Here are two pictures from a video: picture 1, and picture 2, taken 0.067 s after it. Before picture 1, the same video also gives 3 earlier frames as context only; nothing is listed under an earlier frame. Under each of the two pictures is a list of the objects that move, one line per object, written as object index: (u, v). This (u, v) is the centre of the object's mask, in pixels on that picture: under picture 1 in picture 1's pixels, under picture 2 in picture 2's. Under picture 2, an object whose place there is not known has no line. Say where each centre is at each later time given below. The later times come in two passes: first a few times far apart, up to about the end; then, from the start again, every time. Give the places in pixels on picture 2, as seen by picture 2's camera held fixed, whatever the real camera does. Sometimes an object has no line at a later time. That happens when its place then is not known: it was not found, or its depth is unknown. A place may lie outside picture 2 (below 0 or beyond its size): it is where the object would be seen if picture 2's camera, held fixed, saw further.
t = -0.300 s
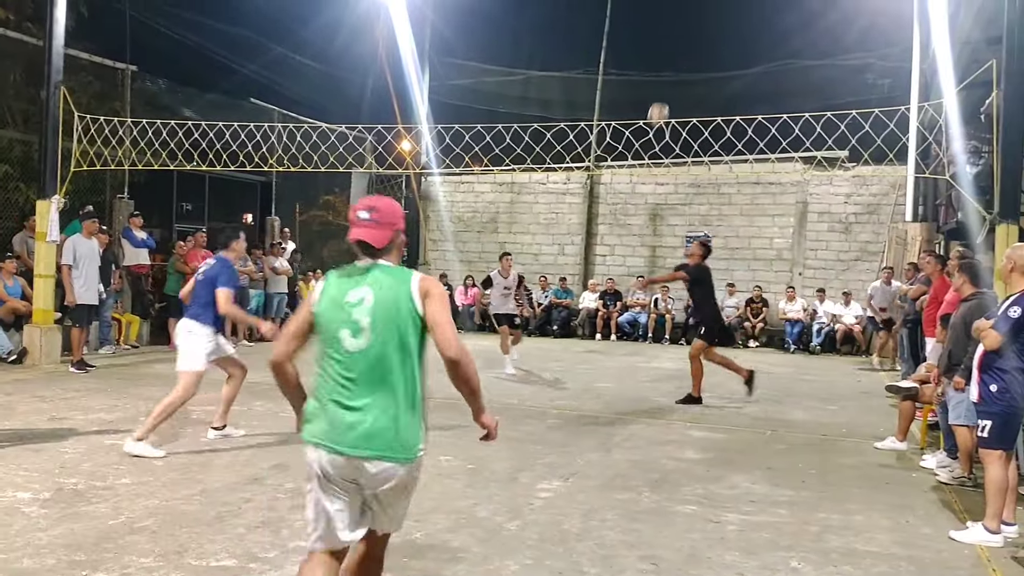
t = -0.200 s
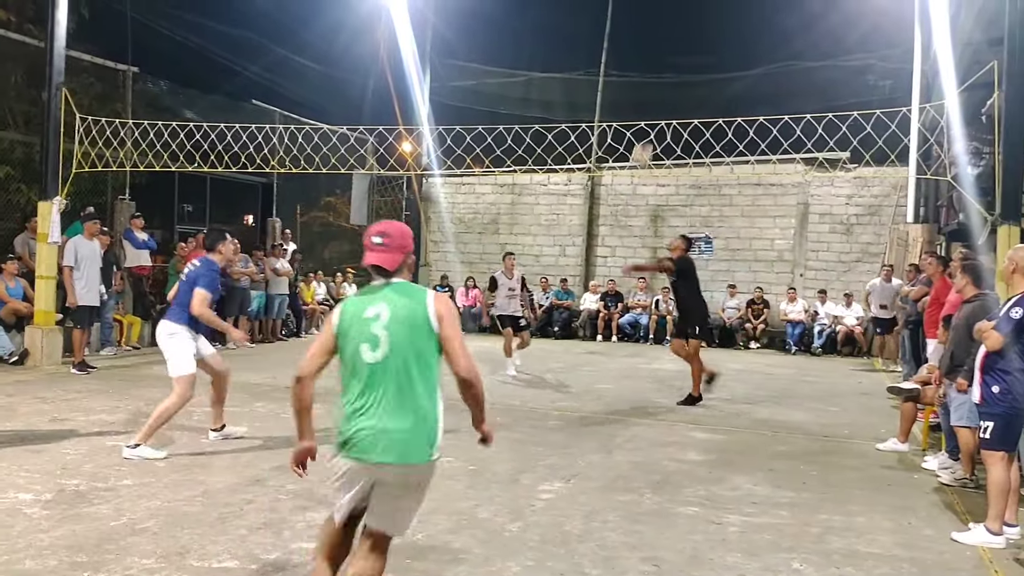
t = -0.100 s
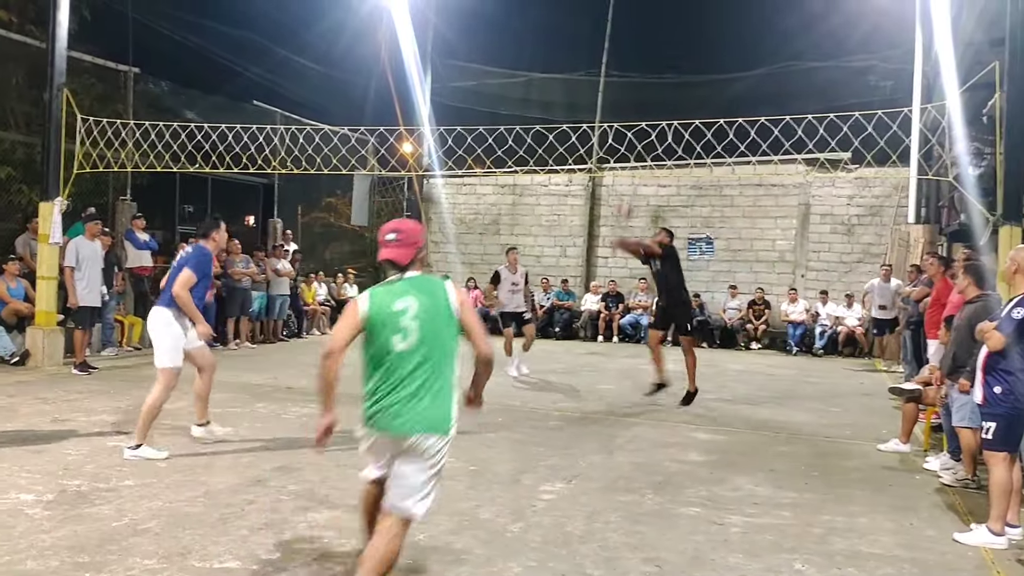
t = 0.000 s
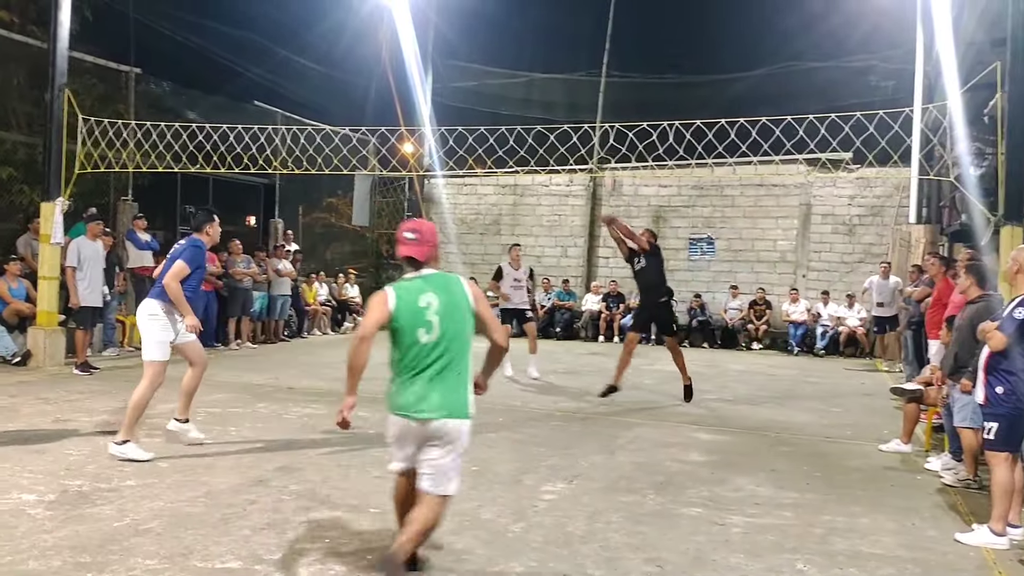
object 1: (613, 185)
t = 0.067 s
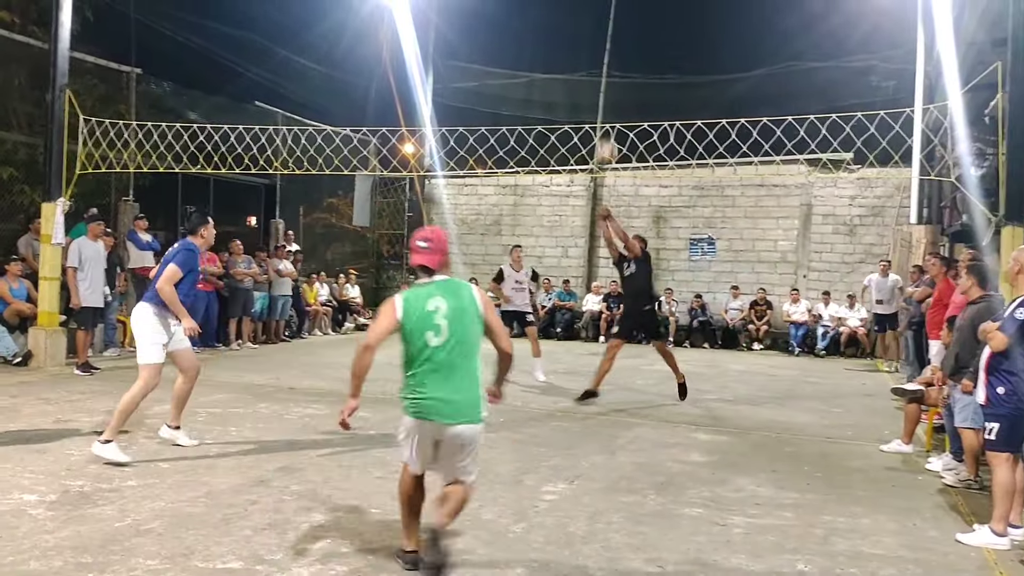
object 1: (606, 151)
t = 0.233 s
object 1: (591, 91)
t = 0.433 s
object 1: (572, 56)
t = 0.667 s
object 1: (550, 59)
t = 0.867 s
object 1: (531, 97)
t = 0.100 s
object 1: (604, 138)
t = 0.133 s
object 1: (601, 123)
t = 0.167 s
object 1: (597, 111)
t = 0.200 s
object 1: (594, 101)
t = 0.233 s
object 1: (591, 91)
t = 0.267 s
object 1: (588, 82)
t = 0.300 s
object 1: (585, 75)
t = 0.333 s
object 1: (581, 69)
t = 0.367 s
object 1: (578, 63)
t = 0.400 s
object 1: (575, 60)
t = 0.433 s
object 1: (572, 56)
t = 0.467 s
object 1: (569, 54)
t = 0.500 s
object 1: (566, 52)
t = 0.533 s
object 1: (562, 52)
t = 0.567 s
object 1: (559, 53)
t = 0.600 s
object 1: (556, 54)
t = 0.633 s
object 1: (553, 56)
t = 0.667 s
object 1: (550, 59)
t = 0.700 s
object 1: (547, 63)
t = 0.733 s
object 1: (544, 68)
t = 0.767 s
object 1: (540, 74)
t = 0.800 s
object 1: (537, 80)
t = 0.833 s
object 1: (534, 88)
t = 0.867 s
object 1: (531, 97)
